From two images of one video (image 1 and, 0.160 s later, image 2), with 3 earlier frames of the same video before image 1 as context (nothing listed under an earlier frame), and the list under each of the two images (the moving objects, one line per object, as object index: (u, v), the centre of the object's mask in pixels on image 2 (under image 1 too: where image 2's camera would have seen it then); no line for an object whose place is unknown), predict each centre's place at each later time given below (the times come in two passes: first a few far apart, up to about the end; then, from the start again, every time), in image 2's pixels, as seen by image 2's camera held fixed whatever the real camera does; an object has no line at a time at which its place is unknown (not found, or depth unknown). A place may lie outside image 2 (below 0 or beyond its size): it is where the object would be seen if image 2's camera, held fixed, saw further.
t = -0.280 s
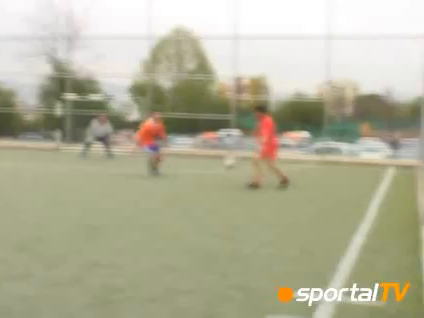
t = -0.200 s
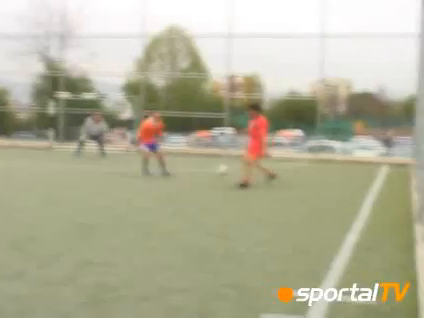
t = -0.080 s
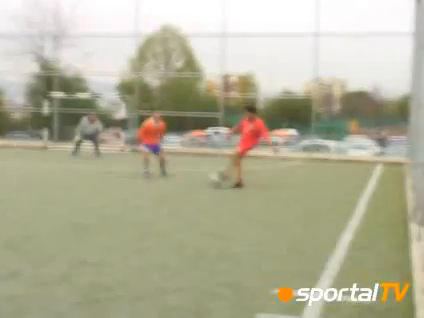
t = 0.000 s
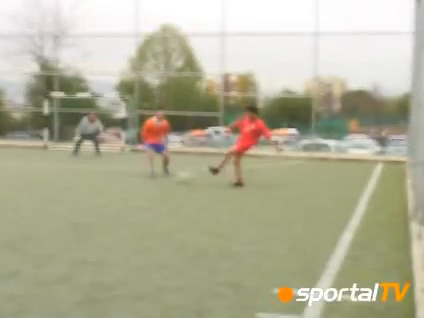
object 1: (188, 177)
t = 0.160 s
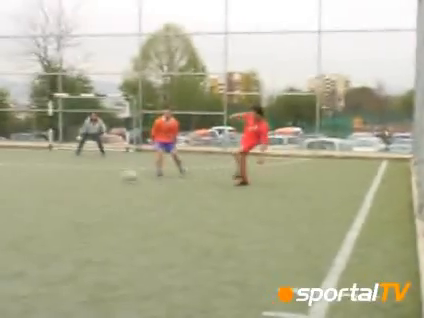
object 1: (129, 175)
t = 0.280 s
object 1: (91, 175)
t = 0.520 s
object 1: (27, 176)
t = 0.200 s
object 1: (117, 174)
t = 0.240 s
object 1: (104, 174)
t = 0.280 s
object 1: (91, 175)
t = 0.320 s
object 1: (78, 176)
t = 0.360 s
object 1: (68, 176)
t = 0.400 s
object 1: (57, 175)
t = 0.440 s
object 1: (47, 175)
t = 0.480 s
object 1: (37, 175)
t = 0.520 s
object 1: (27, 176)
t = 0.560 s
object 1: (18, 174)
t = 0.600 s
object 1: (9, 173)
